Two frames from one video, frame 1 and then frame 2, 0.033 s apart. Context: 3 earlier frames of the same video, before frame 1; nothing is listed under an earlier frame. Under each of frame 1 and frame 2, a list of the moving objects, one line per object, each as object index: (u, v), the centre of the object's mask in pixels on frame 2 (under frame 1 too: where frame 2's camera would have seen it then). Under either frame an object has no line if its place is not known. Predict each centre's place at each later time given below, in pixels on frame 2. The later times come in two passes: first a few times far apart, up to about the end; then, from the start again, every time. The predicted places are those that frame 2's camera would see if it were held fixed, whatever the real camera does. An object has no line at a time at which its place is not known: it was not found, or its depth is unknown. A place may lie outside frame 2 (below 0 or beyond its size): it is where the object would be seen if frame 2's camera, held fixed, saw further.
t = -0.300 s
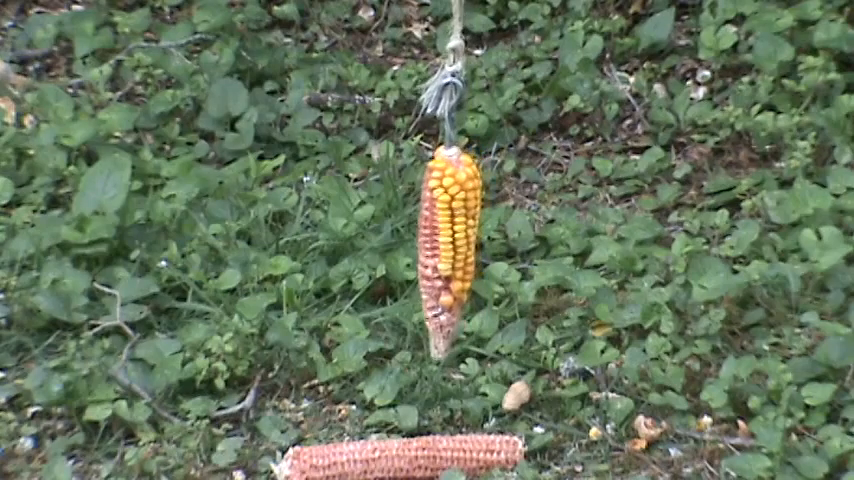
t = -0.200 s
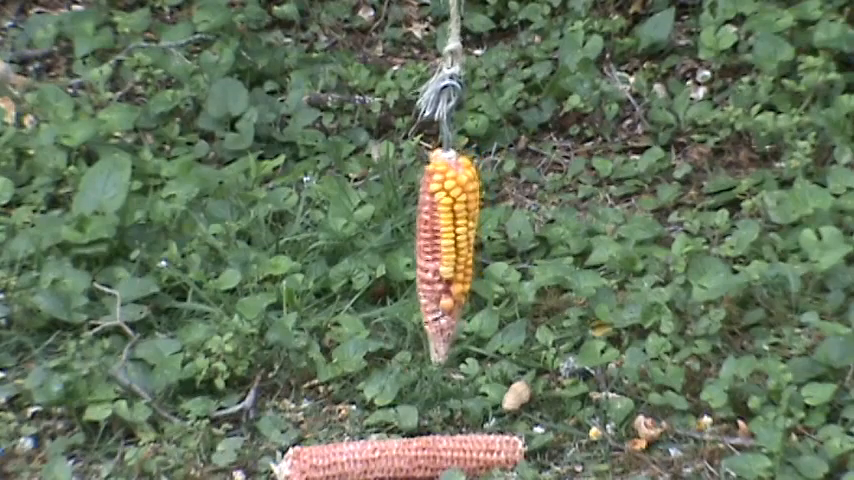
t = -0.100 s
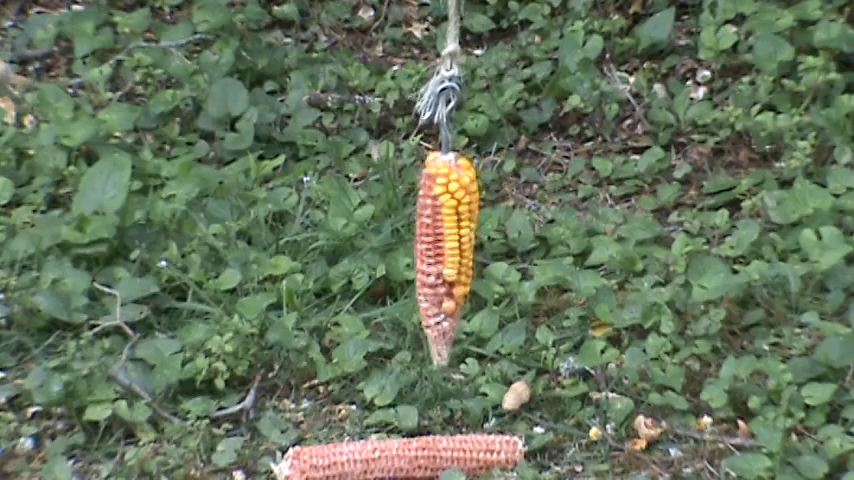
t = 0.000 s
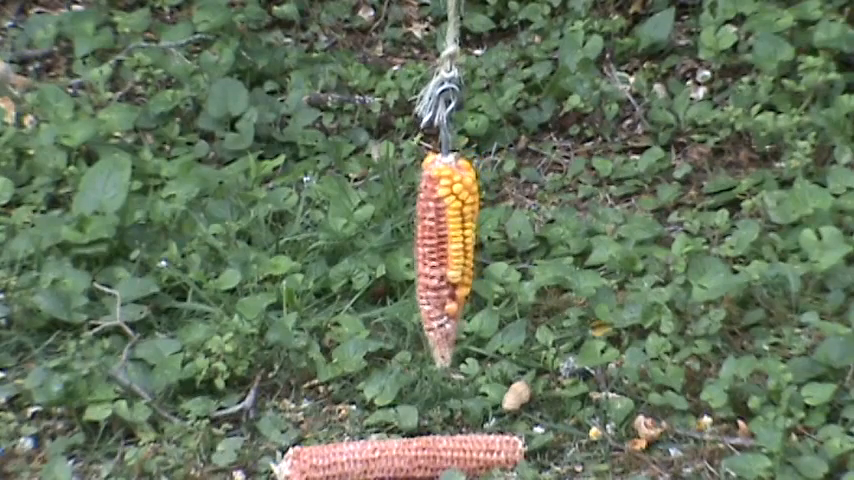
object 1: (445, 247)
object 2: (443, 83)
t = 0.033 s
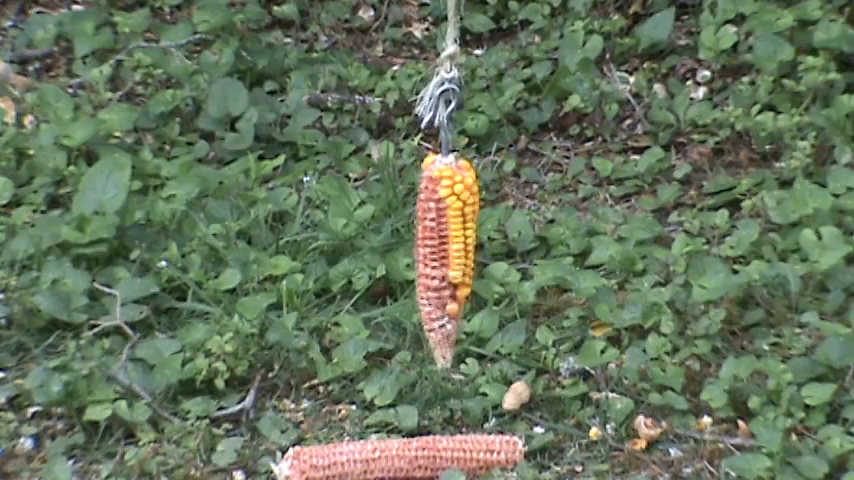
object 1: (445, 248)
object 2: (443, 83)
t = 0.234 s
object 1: (447, 249)
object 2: (445, 85)
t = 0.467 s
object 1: (453, 248)
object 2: (452, 85)
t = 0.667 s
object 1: (461, 244)
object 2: (460, 78)
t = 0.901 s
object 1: (471, 236)
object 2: (469, 76)
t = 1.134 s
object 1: (480, 227)
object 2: (476, 71)
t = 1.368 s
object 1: (484, 222)
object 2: (480, 67)
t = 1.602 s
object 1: (483, 218)
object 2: (480, 62)
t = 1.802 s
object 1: (479, 218)
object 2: (476, 62)
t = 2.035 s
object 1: (472, 222)
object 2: (468, 68)
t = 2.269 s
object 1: (462, 228)
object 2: (459, 72)
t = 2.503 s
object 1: (452, 236)
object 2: (450, 77)
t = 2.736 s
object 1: (445, 244)
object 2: (446, 78)
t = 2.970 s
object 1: (443, 248)
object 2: (444, 81)
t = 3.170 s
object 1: (446, 249)
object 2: (445, 85)
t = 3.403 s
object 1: (453, 248)
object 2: (450, 86)
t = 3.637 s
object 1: (461, 243)
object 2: (460, 79)
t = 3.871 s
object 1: (471, 236)
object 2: (469, 75)
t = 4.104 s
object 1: (479, 227)
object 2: (476, 70)
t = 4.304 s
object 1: (484, 222)
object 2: (479, 68)
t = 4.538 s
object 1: (483, 219)
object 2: (480, 64)
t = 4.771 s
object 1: (478, 219)
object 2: (475, 62)
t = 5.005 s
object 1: (470, 222)
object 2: (467, 66)
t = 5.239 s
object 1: (461, 228)
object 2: (457, 72)
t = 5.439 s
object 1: (453, 235)
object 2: (450, 77)
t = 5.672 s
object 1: (445, 242)
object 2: (445, 79)
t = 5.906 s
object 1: (443, 248)
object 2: (444, 81)
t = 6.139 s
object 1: (445, 249)
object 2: (445, 85)
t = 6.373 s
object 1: (452, 247)
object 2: (449, 86)
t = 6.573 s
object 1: (460, 243)
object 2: (456, 82)
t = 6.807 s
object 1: (468, 237)
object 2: (467, 76)
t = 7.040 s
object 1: (476, 229)
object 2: (473, 70)
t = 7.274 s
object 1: (481, 222)
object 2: (477, 68)
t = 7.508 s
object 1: (481, 219)
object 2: (477, 66)
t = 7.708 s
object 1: (477, 219)
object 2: (473, 64)
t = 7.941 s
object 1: (469, 222)
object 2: (466, 65)
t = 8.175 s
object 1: (460, 228)
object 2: (458, 69)
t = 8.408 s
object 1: (451, 235)
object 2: (449, 77)
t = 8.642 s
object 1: (445, 242)
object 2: (444, 78)
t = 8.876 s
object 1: (442, 247)
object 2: (442, 80)
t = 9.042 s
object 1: (443, 249)
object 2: (444, 81)
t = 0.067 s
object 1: (445, 248)
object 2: (443, 83)
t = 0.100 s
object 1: (446, 248)
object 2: (443, 84)
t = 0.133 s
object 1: (446, 249)
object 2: (444, 84)
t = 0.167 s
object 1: (446, 249)
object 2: (444, 86)
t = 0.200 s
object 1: (447, 249)
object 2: (444, 86)
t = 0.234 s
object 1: (447, 249)
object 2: (445, 85)
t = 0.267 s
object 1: (448, 249)
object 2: (446, 85)
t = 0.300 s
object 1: (448, 249)
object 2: (447, 85)
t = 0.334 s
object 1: (449, 249)
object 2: (448, 85)
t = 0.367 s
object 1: (450, 249)
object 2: (449, 86)
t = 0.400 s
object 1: (451, 248)
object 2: (450, 85)
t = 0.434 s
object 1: (452, 248)
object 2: (451, 85)
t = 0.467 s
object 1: (453, 248)
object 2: (452, 85)
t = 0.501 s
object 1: (454, 248)
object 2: (453, 84)
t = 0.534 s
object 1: (456, 247)
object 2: (455, 83)
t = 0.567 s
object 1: (457, 246)
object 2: (456, 82)
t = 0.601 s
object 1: (458, 245)
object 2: (458, 80)
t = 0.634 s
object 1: (460, 244)
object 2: (459, 79)
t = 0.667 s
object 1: (461, 244)
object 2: (460, 78)
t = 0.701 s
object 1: (463, 243)
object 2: (462, 78)
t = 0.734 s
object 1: (464, 242)
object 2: (463, 78)
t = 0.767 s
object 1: (466, 241)
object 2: (464, 78)
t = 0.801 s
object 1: (467, 239)
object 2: (466, 77)
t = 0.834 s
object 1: (469, 239)
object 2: (467, 77)
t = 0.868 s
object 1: (470, 237)
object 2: (468, 76)
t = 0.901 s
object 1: (471, 236)
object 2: (469, 76)
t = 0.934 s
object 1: (473, 235)
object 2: (470, 75)
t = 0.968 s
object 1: (474, 233)
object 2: (471, 74)
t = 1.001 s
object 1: (476, 232)
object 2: (472, 74)
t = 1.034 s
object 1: (477, 231)
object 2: (473, 73)
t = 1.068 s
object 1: (478, 230)
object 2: (474, 71)
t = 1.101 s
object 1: (479, 228)
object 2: (475, 72)
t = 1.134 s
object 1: (480, 227)
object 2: (476, 71)
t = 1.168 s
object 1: (481, 226)
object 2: (477, 70)
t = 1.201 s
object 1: (482, 225)
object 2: (478, 70)
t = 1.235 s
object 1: (483, 225)
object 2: (478, 69)
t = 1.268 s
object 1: (483, 224)
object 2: (479, 68)
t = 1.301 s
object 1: (484, 223)
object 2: (480, 67)
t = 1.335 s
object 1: (484, 222)
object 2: (480, 67)
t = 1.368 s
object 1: (484, 222)
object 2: (480, 67)
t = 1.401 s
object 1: (484, 221)
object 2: (480, 66)
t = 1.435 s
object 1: (484, 220)
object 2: (480, 65)
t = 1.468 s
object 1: (484, 220)
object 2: (480, 64)
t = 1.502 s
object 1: (484, 219)
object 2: (481, 63)
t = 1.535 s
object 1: (484, 219)
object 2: (481, 63)
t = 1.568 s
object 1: (483, 219)
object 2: (481, 63)
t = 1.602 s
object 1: (483, 218)
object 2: (480, 62)
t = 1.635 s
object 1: (482, 218)
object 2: (480, 62)
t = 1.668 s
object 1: (482, 218)
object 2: (479, 62)
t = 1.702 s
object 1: (481, 218)
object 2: (478, 62)
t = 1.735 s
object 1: (481, 218)
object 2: (478, 62)
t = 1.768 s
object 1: (480, 218)
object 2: (477, 62)
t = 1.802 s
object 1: (479, 218)
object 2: (476, 62)
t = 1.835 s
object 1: (478, 219)
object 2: (475, 63)
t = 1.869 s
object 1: (478, 219)
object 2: (474, 63)
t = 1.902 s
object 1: (476, 220)
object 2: (473, 63)
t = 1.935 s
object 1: (475, 220)
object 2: (471, 64)
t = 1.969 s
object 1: (474, 221)
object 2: (470, 65)
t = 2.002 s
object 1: (473, 221)
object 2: (469, 66)
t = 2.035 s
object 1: (472, 222)
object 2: (468, 68)
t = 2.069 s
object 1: (470, 223)
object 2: (466, 68)
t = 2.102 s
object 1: (469, 223)
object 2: (465, 69)
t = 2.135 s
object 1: (468, 225)
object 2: (464, 69)
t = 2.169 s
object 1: (467, 225)
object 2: (463, 69)
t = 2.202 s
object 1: (465, 226)
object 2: (461, 70)
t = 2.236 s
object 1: (463, 227)
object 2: (460, 70)
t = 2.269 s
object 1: (462, 228)
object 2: (459, 72)
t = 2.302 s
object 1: (461, 229)
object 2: (457, 72)
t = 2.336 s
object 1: (459, 230)
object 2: (456, 72)
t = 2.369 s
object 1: (457, 231)
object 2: (455, 73)
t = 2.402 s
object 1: (456, 233)
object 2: (454, 75)
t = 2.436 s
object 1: (454, 234)
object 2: (452, 75)
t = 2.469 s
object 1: (453, 235)
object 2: (451, 76)
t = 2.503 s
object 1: (452, 236)
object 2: (450, 77)
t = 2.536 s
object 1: (451, 237)
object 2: (450, 77)
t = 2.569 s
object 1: (449, 238)
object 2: (448, 78)
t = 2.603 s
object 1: (448, 240)
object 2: (447, 80)
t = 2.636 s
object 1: (447, 241)
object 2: (448, 77)
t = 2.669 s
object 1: (446, 242)
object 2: (446, 79)
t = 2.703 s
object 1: (446, 243)
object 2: (446, 77)
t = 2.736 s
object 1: (445, 244)
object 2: (446, 78)
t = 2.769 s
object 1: (445, 244)
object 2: (445, 78)
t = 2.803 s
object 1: (444, 245)
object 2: (445, 79)
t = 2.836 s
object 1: (444, 246)
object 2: (445, 79)
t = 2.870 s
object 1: (444, 247)
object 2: (445, 80)
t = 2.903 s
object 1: (444, 247)
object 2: (444, 80)
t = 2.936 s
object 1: (443, 248)
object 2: (444, 80)
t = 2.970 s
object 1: (443, 248)
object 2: (444, 81)
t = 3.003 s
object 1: (444, 248)
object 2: (444, 83)
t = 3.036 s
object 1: (444, 248)
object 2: (444, 82)
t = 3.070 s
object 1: (445, 249)
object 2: (444, 83)
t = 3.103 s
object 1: (445, 249)
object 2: (444, 83)
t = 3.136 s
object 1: (446, 249)
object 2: (444, 84)
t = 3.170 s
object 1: (446, 249)
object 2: (445, 85)
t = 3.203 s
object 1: (447, 249)
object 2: (445, 86)
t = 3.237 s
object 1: (448, 249)
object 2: (446, 85)
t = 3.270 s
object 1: (449, 249)
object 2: (447, 85)
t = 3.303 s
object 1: (450, 249)
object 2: (448, 85)
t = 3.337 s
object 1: (451, 249)
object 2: (449, 85)
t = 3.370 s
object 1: (452, 249)
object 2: (449, 85)
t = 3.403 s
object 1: (453, 248)
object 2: (450, 86)
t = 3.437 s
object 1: (454, 248)
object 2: (451, 86)
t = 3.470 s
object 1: (455, 247)
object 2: (452, 85)
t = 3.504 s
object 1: (456, 247)
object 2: (453, 84)
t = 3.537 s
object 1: (457, 246)
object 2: (455, 83)
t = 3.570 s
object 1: (459, 245)
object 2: (456, 81)
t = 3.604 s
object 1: (460, 244)
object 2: (458, 79)
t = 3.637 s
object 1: (461, 243)
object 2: (460, 79)
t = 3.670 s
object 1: (462, 242)
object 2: (461, 79)
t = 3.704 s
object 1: (464, 241)
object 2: (462, 78)
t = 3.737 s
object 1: (465, 240)
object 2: (463, 78)
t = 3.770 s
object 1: (467, 239)
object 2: (465, 77)
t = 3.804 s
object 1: (468, 238)
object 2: (467, 76)
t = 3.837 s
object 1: (469, 237)
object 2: (468, 75)
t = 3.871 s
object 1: (471, 236)
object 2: (469, 75)
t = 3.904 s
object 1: (472, 234)
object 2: (470, 74)
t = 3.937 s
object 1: (473, 234)
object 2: (471, 73)
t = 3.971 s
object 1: (475, 232)
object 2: (472, 72)
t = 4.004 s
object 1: (476, 231)
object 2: (473, 72)
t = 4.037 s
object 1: (477, 230)
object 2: (473, 71)
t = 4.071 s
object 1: (478, 229)
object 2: (474, 71)
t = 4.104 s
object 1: (479, 227)
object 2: (476, 70)
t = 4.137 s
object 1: (480, 226)
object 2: (477, 70)
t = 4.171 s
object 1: (481, 225)
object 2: (478, 70)
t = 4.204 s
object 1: (482, 225)
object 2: (478, 71)
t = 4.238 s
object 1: (482, 224)
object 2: (478, 69)
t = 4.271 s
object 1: (483, 223)
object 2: (479, 68)
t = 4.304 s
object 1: (484, 222)
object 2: (479, 68)
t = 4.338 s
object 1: (483, 221)
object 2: (479, 68)
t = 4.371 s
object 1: (484, 221)
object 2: (480, 67)
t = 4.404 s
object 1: (484, 220)
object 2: (480, 67)
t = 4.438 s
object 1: (484, 220)
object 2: (480, 67)
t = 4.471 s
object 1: (484, 220)
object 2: (479, 65)
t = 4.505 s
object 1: (483, 220)
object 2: (479, 65)
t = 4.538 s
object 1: (483, 219)
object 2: (480, 64)
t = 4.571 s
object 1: (482, 219)
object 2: (479, 64)
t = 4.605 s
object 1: (482, 218)
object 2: (479, 63)
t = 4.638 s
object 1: (481, 218)
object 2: (478, 63)
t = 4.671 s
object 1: (480, 218)
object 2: (477, 64)
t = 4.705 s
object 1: (479, 218)
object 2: (476, 63)
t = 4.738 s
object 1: (478, 218)
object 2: (475, 63)
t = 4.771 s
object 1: (478, 219)
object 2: (475, 62)
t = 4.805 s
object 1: (476, 219)
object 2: (474, 62)
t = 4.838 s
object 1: (476, 220)
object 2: (473, 63)
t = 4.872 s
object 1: (474, 220)
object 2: (472, 63)
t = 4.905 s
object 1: (473, 220)
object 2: (470, 64)
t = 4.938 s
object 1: (472, 221)
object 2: (469, 65)
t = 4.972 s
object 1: (471, 222)
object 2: (468, 65)
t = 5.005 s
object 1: (470, 222)
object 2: (467, 66)
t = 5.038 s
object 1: (468, 223)
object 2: (466, 67)
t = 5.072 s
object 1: (467, 224)
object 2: (464, 68)
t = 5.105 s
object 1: (466, 225)
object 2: (463, 68)
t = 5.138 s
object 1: (464, 225)
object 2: (461, 68)
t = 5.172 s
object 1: (463, 226)
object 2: (460, 71)
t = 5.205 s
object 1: (462, 227)
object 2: (459, 70)
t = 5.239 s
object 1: (461, 228)
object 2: (457, 72)
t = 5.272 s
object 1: (460, 229)
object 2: (457, 72)
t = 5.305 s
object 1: (458, 230)
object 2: (455, 74)
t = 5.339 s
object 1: (457, 231)
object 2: (453, 75)
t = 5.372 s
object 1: (455, 233)
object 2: (452, 75)
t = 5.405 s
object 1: (454, 234)
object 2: (451, 75)
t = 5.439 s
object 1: (453, 235)
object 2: (450, 77)
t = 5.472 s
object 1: (452, 236)
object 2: (449, 77)
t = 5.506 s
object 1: (450, 237)
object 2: (448, 79)
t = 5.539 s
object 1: (449, 238)
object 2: (448, 79)
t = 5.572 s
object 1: (448, 239)
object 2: (447, 79)
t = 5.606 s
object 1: (447, 240)
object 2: (446, 79)
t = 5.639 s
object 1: (446, 242)
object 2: (446, 79)
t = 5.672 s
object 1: (445, 242)
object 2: (445, 79)
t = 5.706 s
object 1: (444, 243)
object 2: (444, 80)
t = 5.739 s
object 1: (444, 244)
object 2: (444, 80)
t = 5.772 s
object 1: (443, 245)
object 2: (444, 81)
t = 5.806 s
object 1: (443, 246)
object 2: (444, 80)
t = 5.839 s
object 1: (443, 247)
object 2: (444, 80)
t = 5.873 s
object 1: (443, 247)
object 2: (444, 80)
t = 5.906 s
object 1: (443, 248)
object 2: (444, 81)
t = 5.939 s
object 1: (443, 248)
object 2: (444, 81)
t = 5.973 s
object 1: (443, 248)
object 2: (443, 83)
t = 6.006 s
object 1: (443, 249)
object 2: (444, 83)
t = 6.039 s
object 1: (443, 249)
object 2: (444, 83)
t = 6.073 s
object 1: (444, 249)
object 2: (444, 84)
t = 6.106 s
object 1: (445, 249)
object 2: (444, 85)
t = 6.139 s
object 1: (445, 249)
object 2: (445, 85)
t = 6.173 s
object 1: (446, 249)
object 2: (445, 85)
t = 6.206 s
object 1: (447, 249)
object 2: (446, 85)
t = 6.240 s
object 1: (448, 249)
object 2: (447, 85)
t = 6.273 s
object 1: (449, 249)
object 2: (447, 85)
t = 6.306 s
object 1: (450, 248)
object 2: (448, 86)
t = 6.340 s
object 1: (451, 248)
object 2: (449, 86)
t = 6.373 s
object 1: (452, 247)
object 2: (449, 86)
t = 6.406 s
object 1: (454, 247)
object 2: (450, 86)
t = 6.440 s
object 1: (455, 246)
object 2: (452, 85)
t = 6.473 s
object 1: (456, 246)
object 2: (453, 85)
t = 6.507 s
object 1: (457, 245)
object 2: (454, 84)
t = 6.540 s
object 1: (458, 244)
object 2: (455, 83)
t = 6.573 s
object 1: (460, 243)
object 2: (456, 82)
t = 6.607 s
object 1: (461, 242)
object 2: (457, 80)
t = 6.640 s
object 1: (462, 242)
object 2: (459, 80)
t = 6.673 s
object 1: (463, 241)
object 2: (461, 79)
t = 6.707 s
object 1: (465, 240)
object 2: (462, 78)
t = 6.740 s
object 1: (466, 239)
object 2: (464, 77)
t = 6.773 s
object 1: (467, 238)
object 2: (465, 77)
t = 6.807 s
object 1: (468, 237)
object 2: (467, 76)
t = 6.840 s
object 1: (469, 236)
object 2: (468, 75)
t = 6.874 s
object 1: (470, 235)
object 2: (469, 74)
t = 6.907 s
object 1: (472, 234)
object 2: (470, 73)
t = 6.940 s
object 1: (473, 232)
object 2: (471, 73)
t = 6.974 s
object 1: (474, 231)
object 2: (472, 72)
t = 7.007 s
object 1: (475, 230)
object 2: (473, 71)
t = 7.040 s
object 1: (476, 229)
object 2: (473, 70)
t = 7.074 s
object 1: (477, 227)
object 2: (474, 69)
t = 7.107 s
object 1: (478, 226)
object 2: (475, 69)
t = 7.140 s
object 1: (479, 225)
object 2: (475, 69)
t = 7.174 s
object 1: (479, 225)
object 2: (476, 68)
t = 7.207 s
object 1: (480, 224)
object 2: (476, 68)
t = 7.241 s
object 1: (480, 223)
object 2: (476, 68)
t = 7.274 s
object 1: (481, 222)
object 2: (477, 68)
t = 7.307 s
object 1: (481, 221)
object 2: (477, 68)
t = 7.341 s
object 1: (482, 221)
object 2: (477, 67)
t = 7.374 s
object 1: (482, 221)
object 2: (478, 67)
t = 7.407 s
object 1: (482, 220)
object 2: (477, 67)
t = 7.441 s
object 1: (482, 219)
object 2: (477, 66)
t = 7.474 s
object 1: (482, 219)
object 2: (477, 67)
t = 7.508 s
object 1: (481, 219)
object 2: (477, 66)
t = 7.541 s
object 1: (481, 218)
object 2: (477, 67)
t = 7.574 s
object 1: (481, 218)
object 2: (476, 66)
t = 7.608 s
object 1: (480, 218)
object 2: (475, 66)
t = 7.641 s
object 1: (479, 218)
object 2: (474, 65)
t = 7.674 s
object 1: (478, 218)
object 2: (473, 65)
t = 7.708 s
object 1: (477, 219)
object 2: (473, 64)
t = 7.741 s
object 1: (476, 219)
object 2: (473, 65)
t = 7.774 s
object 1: (475, 220)
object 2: (471, 64)
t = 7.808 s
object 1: (474, 219)
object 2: (470, 65)
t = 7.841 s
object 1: (472, 220)
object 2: (470, 64)
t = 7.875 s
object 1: (471, 221)
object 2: (469, 65)
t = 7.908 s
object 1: (470, 221)
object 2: (467, 65)
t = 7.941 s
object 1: (469, 222)
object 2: (466, 65)
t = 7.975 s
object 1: (468, 223)
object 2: (465, 65)
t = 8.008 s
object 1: (466, 224)
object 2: (464, 66)
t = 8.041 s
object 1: (465, 224)
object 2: (463, 66)
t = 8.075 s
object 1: (463, 225)
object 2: (462, 65)
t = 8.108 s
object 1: (462, 226)
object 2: (461, 66)
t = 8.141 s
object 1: (461, 227)
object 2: (459, 67)
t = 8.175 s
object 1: (460, 228)
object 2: (458, 69)
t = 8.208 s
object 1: (458, 229)
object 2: (458, 70)
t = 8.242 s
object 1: (457, 230)
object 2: (456, 71)
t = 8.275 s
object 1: (456, 231)
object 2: (454, 73)
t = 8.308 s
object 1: (455, 232)
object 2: (452, 74)
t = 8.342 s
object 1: (454, 233)
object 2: (451, 74)
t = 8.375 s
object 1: (453, 234)
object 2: (450, 75)
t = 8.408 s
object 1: (451, 235)
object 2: (449, 77)
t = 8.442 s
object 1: (450, 236)
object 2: (448, 77)
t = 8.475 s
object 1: (450, 236)
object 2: (448, 77)
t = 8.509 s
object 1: (448, 238)
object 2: (447, 78)
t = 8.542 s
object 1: (447, 239)
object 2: (446, 78)
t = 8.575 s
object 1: (447, 240)
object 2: (445, 78)
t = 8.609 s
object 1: (445, 241)
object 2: (444, 78)
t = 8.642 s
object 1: (445, 242)
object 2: (444, 78)
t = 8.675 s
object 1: (444, 243)
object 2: (443, 79)
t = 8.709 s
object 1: (443, 244)
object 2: (443, 79)
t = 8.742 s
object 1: (443, 245)
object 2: (442, 79)
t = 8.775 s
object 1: (443, 245)
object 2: (442, 79)
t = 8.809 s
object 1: (442, 246)
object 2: (442, 79)
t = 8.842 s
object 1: (442, 247)
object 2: (442, 80)
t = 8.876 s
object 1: (442, 247)
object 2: (442, 80)
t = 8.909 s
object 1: (442, 248)
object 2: (442, 80)
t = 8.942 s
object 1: (442, 248)
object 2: (442, 80)
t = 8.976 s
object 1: (442, 248)
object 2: (443, 80)
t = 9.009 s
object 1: (442, 248)
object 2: (443, 80)
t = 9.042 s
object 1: (443, 249)
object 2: (444, 81)
